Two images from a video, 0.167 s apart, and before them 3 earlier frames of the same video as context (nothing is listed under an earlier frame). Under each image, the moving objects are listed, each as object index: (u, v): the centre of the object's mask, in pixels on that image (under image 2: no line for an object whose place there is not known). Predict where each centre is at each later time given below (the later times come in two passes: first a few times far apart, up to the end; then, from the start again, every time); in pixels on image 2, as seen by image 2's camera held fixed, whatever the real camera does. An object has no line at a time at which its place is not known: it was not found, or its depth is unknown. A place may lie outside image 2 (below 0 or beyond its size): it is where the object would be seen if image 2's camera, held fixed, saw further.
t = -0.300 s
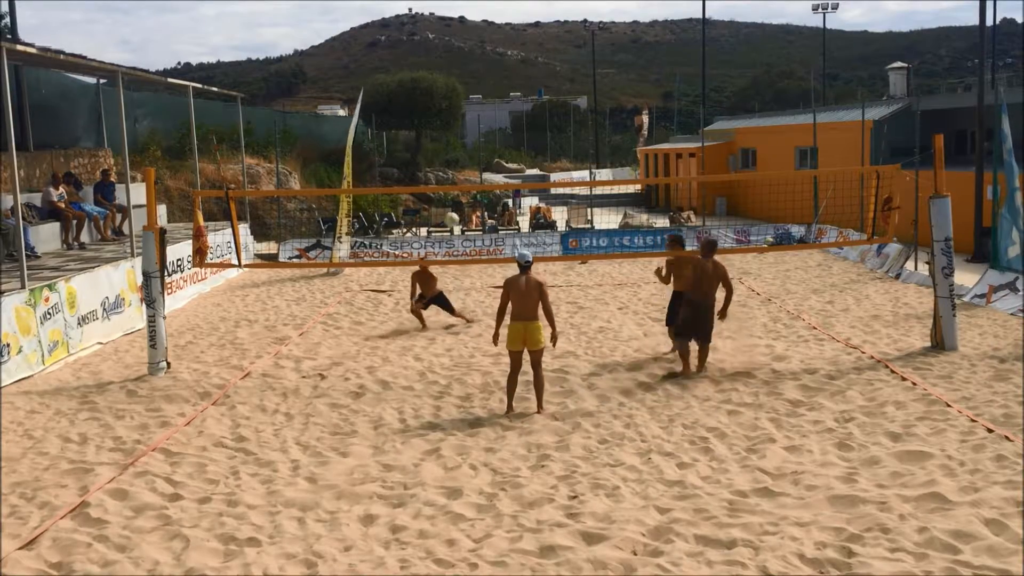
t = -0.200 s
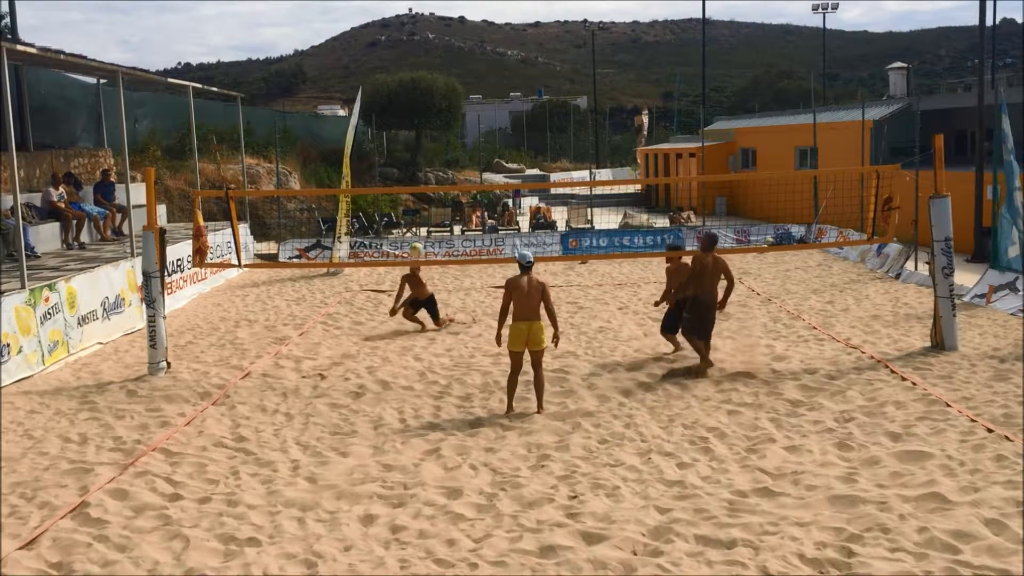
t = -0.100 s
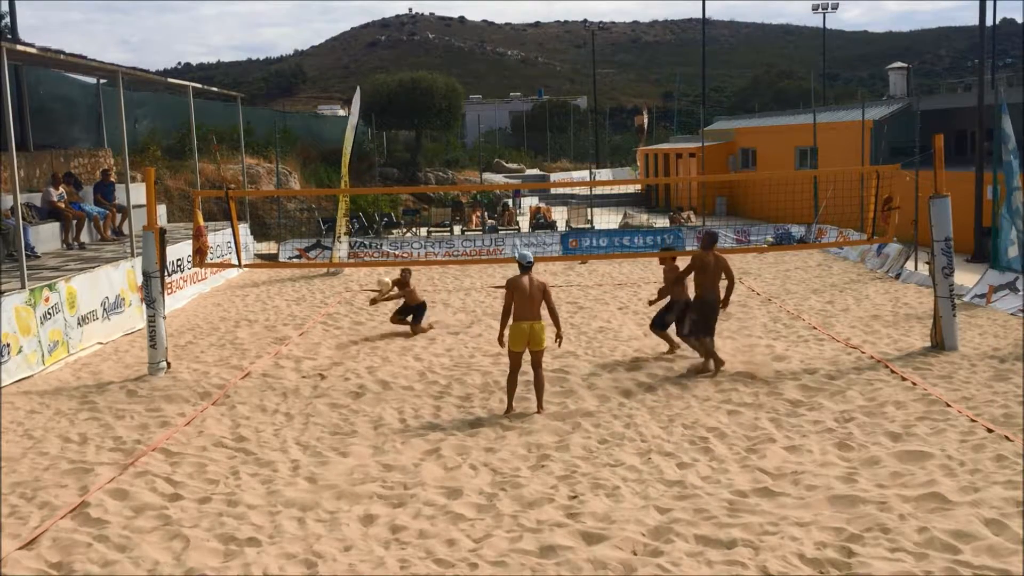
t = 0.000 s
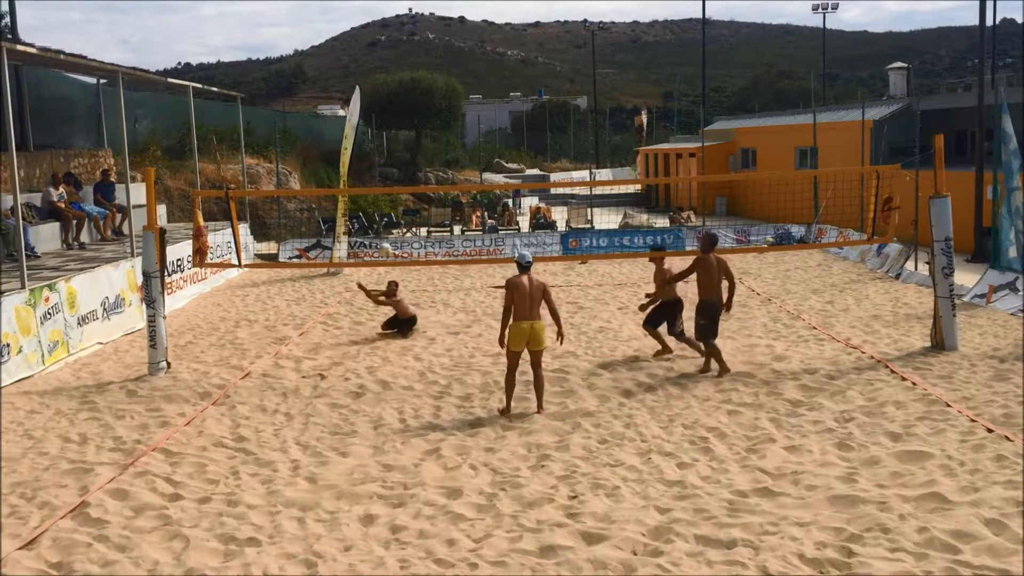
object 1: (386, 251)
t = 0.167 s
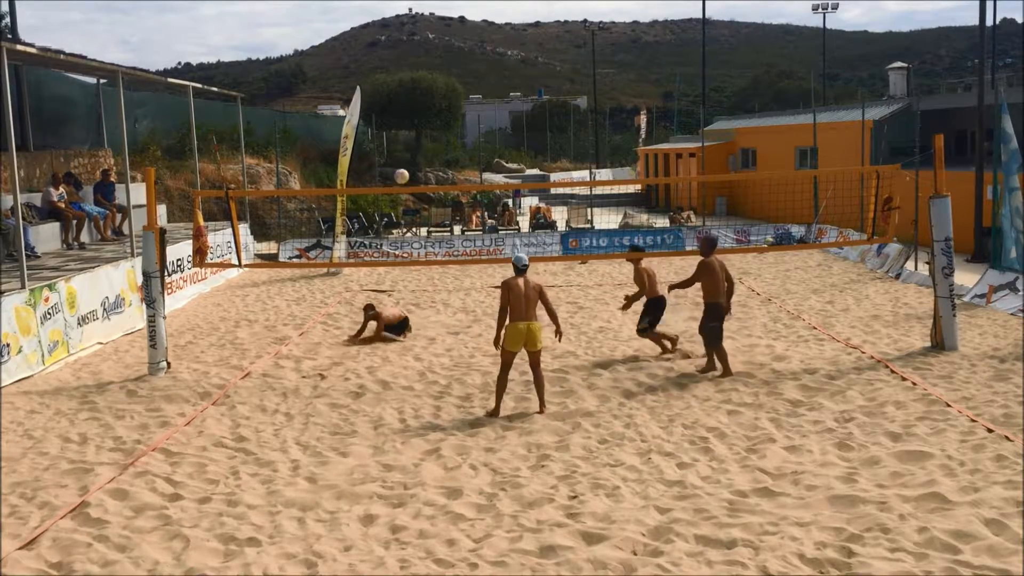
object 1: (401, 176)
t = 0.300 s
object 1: (415, 130)
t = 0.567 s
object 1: (447, 72)
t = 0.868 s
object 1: (485, 66)
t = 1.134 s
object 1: (521, 113)
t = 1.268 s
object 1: (539, 154)
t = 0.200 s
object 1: (405, 164)
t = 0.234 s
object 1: (408, 152)
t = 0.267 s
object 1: (412, 141)
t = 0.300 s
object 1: (415, 130)
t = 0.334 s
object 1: (420, 120)
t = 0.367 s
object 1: (423, 111)
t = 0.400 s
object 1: (427, 103)
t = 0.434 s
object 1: (431, 96)
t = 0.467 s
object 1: (435, 89)
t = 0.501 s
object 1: (439, 83)
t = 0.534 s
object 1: (443, 77)
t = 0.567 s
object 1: (447, 72)
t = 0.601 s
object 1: (451, 68)
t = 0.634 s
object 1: (455, 66)
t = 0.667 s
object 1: (459, 63)
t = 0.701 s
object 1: (463, 62)
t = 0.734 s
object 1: (468, 61)
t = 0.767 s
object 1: (472, 61)
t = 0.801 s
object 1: (476, 62)
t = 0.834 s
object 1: (481, 63)
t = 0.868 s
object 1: (485, 66)
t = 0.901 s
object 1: (489, 69)
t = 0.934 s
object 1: (494, 73)
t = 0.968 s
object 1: (498, 77)
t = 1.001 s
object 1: (503, 82)
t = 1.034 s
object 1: (507, 89)
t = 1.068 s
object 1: (512, 96)
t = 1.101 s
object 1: (517, 104)
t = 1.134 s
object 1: (521, 113)
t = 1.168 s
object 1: (525, 122)
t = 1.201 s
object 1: (530, 132)
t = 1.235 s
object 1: (535, 143)
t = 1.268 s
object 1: (539, 154)
